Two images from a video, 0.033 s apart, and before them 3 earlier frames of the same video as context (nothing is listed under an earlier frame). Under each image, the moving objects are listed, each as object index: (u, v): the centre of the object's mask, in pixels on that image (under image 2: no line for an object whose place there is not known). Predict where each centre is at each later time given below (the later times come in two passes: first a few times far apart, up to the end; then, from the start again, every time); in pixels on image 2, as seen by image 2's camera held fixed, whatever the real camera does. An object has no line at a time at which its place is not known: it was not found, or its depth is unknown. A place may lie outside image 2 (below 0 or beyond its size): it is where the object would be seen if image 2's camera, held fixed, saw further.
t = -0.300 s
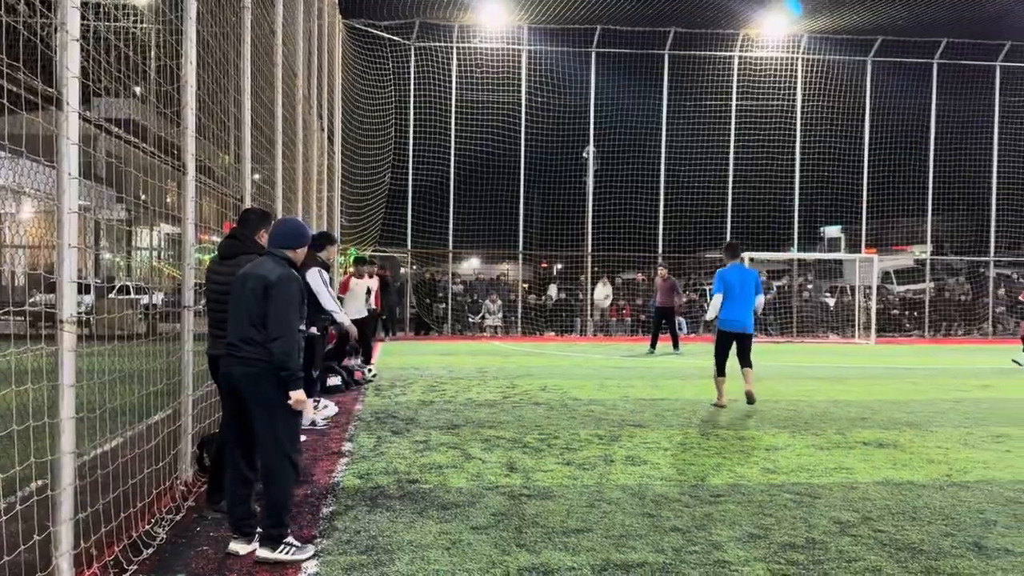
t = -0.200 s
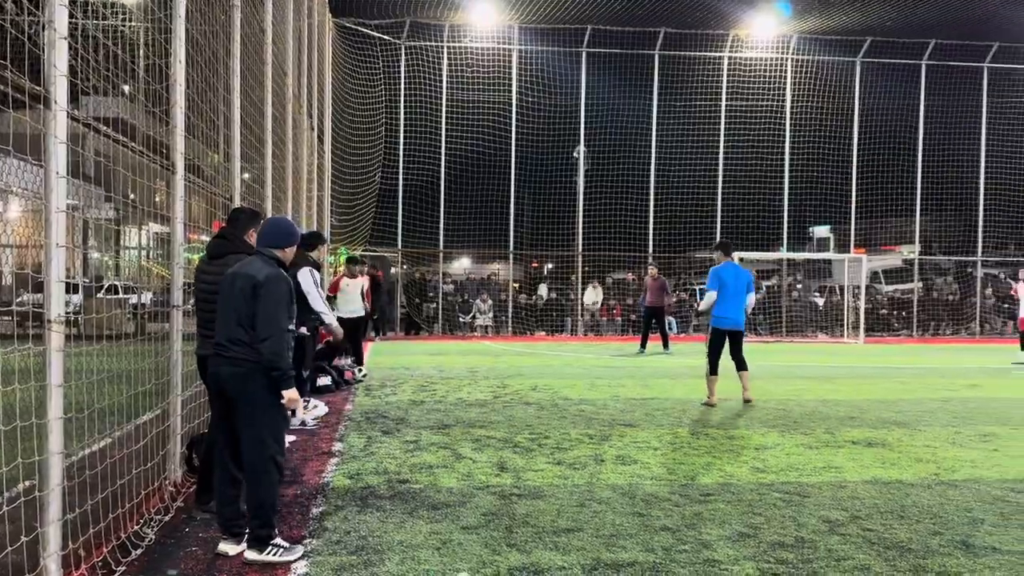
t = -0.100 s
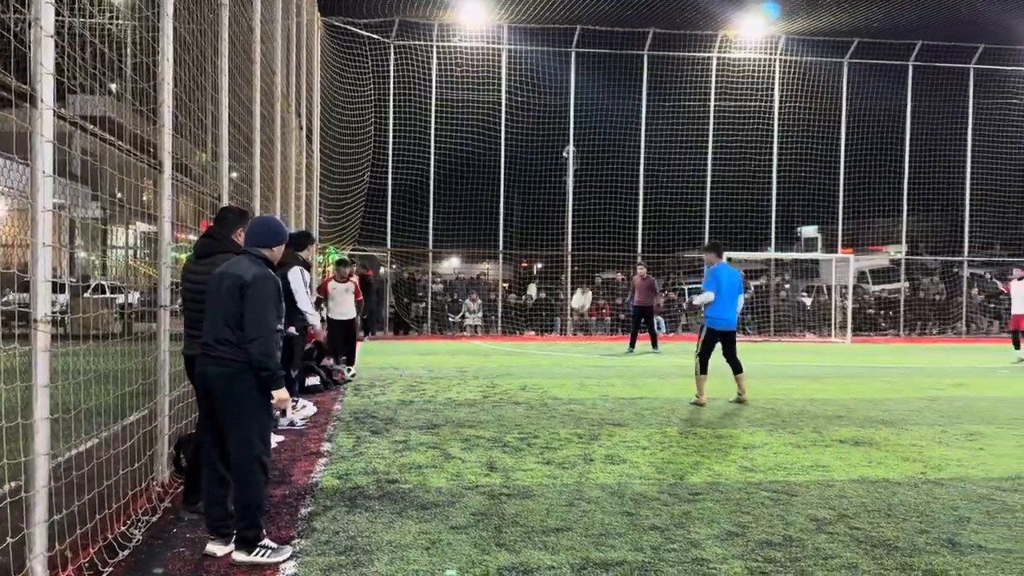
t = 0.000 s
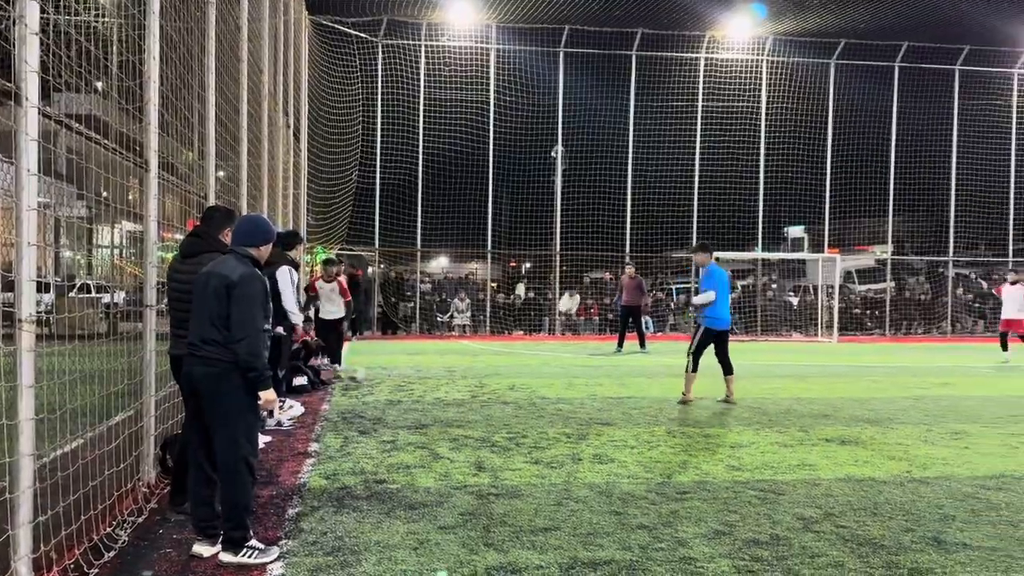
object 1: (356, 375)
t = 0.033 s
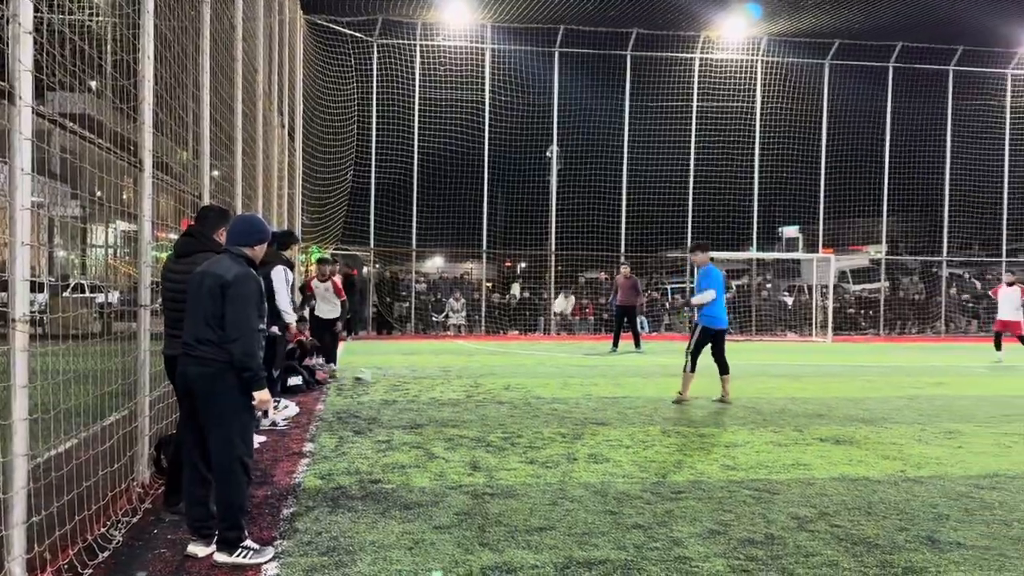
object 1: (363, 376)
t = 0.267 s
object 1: (439, 396)
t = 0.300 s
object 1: (447, 400)
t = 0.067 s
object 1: (371, 377)
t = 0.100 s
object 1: (383, 382)
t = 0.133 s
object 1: (392, 388)
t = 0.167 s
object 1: (404, 393)
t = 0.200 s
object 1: (413, 395)
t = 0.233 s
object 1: (426, 394)
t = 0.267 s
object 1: (439, 396)
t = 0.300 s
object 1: (447, 400)
